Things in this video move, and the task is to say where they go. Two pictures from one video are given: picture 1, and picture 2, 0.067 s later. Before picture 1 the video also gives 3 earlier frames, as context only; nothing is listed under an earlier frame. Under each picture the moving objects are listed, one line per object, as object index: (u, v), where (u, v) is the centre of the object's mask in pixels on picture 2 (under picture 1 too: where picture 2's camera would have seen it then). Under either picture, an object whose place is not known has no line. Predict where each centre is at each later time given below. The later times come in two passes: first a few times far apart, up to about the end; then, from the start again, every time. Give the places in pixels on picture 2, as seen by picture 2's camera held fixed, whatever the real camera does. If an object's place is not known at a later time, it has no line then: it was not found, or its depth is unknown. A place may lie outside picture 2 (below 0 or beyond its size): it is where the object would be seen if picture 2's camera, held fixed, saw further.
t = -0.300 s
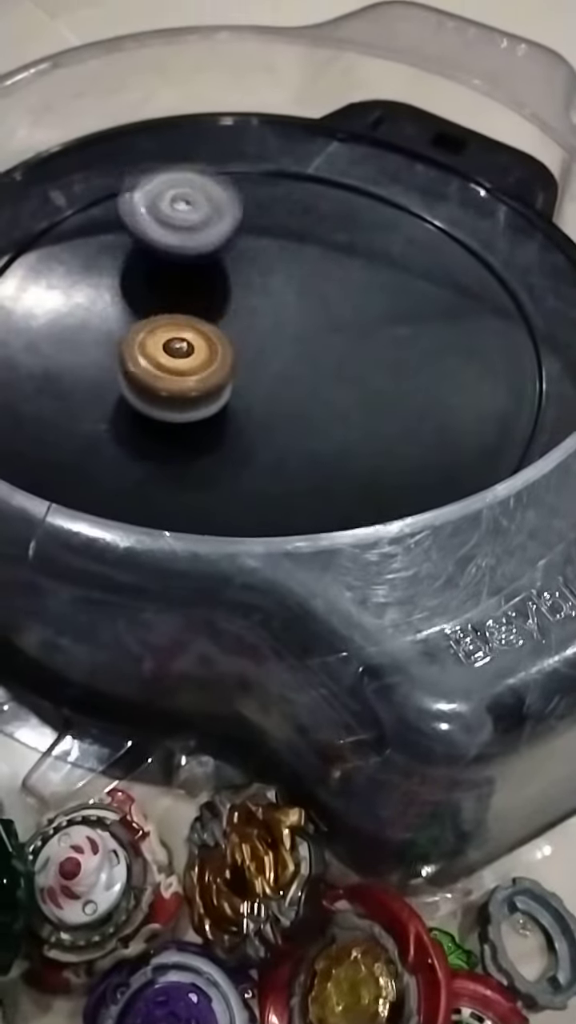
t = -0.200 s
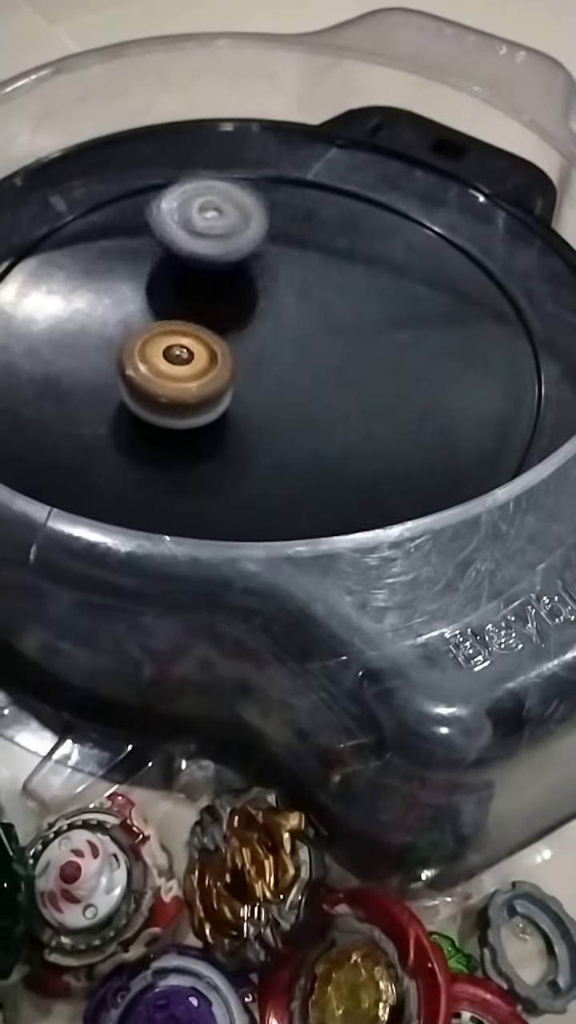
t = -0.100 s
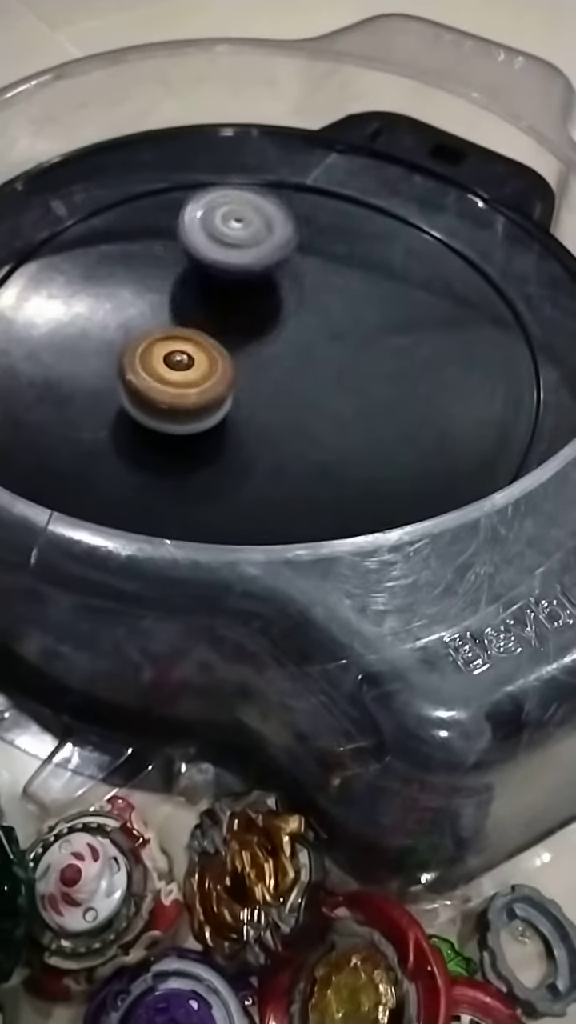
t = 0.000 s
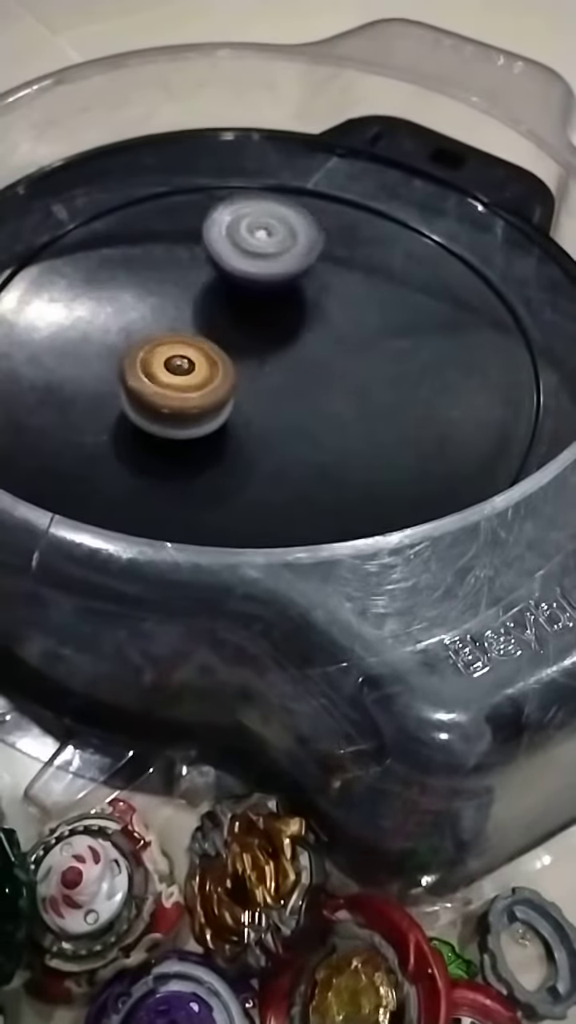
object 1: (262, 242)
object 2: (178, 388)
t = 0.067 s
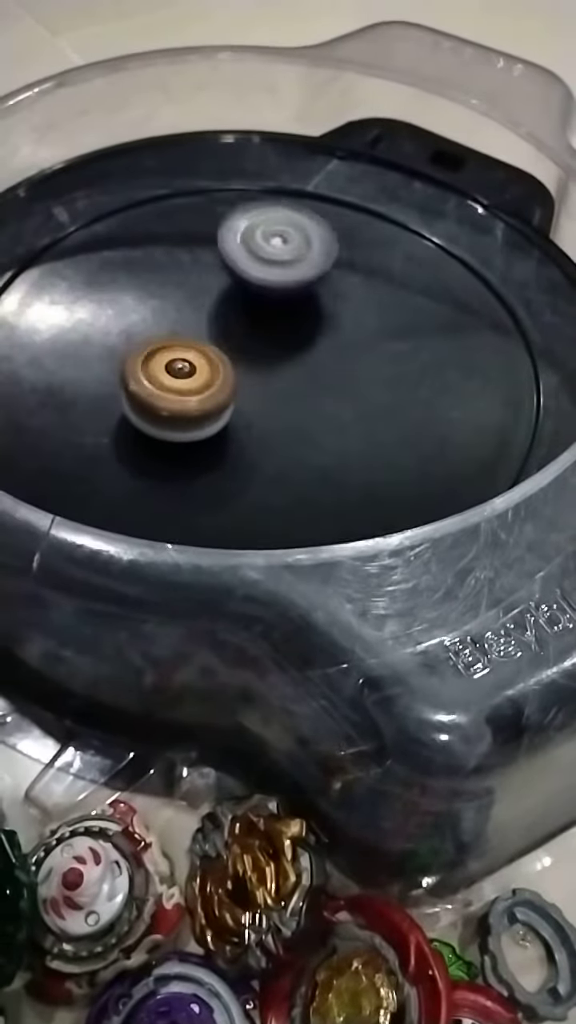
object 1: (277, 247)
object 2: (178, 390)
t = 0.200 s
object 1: (304, 259)
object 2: (179, 393)
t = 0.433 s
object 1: (350, 289)
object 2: (181, 396)
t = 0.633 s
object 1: (379, 318)
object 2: (182, 398)
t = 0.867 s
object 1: (395, 355)
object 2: (185, 402)
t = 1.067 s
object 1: (394, 390)
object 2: (189, 403)
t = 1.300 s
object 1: (371, 430)
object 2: (194, 406)
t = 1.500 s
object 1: (333, 460)
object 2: (199, 407)
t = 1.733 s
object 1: (277, 482)
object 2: (203, 402)
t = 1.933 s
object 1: (226, 487)
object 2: (213, 398)
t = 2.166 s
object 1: (166, 479)
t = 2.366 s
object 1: (125, 459)
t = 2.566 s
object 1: (98, 433)
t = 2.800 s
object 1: (86, 396)
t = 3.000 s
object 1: (95, 364)
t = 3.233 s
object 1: (125, 330)
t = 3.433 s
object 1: (158, 308)
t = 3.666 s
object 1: (206, 291)
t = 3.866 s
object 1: (248, 285)
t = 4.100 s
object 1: (298, 286)
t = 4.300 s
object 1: (335, 286)
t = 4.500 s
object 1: (370, 293)
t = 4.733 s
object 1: (402, 310)
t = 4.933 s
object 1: (423, 328)
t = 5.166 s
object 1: (434, 352)
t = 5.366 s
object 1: (432, 373)
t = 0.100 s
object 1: (284, 250)
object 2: (178, 391)
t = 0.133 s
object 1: (290, 252)
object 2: (178, 391)
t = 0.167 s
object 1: (298, 255)
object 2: (178, 392)
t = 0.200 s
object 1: (304, 259)
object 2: (179, 393)
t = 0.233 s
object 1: (311, 263)
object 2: (179, 393)
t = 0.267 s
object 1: (317, 266)
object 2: (179, 394)
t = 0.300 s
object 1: (324, 272)
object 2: (180, 394)
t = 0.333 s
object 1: (330, 275)
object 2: (180, 395)
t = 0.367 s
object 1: (337, 280)
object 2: (180, 395)
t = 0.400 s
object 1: (344, 284)
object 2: (180, 396)
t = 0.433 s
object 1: (350, 289)
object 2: (181, 396)
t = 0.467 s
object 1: (355, 294)
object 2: (181, 397)
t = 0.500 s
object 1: (361, 298)
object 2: (181, 397)
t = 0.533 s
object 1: (366, 303)
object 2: (182, 397)
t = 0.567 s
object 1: (371, 307)
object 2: (182, 398)
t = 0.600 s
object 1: (375, 313)
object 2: (182, 398)
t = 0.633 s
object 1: (379, 318)
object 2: (182, 398)
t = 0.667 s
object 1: (383, 323)
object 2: (183, 399)
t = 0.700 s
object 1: (386, 328)
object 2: (184, 400)
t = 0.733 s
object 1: (389, 334)
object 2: (184, 400)
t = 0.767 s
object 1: (391, 338)
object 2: (185, 400)
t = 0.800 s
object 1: (393, 344)
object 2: (185, 401)
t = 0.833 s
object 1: (394, 349)
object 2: (185, 402)
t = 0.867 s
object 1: (395, 355)
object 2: (185, 402)
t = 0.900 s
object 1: (395, 361)
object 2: (186, 402)
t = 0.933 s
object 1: (396, 367)
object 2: (186, 402)
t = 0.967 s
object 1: (396, 373)
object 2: (187, 403)
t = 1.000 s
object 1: (396, 379)
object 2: (188, 403)
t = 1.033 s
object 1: (395, 384)
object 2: (188, 403)
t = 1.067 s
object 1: (394, 390)
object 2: (189, 403)
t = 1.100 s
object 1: (392, 395)
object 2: (190, 404)
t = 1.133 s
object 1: (390, 401)
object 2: (190, 404)
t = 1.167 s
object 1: (388, 407)
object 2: (191, 404)
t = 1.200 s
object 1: (385, 413)
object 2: (192, 405)
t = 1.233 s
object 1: (380, 419)
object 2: (193, 405)
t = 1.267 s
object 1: (377, 424)
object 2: (193, 405)
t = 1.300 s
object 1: (371, 430)
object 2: (194, 406)
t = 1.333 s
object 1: (366, 435)
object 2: (195, 406)
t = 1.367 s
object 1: (360, 441)
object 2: (196, 406)
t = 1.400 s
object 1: (354, 445)
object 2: (197, 406)
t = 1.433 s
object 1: (347, 451)
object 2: (197, 406)
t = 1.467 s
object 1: (340, 455)
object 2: (198, 407)
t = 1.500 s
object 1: (333, 460)
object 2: (199, 407)
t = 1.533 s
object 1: (325, 464)
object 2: (200, 407)
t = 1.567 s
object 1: (318, 468)
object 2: (201, 406)
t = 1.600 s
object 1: (310, 472)
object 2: (202, 407)
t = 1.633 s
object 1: (302, 475)
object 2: (203, 406)
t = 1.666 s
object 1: (294, 478)
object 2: (203, 405)
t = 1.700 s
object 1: (286, 481)
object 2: (203, 404)
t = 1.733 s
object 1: (277, 482)
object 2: (203, 402)
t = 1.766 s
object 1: (269, 484)
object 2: (205, 402)
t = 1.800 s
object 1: (260, 484)
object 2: (206, 401)
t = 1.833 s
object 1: (252, 486)
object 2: (207, 400)
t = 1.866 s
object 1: (242, 487)
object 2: (209, 399)
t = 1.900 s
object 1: (236, 487)
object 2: (211, 398)
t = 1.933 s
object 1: (226, 487)
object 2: (213, 398)
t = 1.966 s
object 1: (218, 487)
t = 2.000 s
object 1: (209, 487)
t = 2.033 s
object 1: (201, 486)
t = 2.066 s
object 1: (191, 485)
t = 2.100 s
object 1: (183, 483)
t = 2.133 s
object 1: (175, 481)
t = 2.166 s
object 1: (166, 479)
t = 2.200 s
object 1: (158, 476)
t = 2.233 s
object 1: (151, 473)
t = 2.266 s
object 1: (144, 470)
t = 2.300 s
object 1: (137, 466)
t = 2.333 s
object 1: (131, 463)
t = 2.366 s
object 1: (125, 459)
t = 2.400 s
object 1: (120, 456)
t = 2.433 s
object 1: (115, 451)
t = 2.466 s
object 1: (110, 447)
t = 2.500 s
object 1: (105, 442)
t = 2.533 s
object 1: (102, 438)
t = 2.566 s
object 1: (98, 433)
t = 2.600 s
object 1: (95, 428)
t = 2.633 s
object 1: (91, 423)
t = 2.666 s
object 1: (90, 417)
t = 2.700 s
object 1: (88, 411)
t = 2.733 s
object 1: (87, 406)
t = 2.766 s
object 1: (86, 400)
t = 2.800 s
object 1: (86, 396)
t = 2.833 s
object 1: (86, 389)
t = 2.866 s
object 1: (85, 385)
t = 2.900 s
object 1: (88, 376)
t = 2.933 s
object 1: (89, 373)
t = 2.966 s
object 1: (93, 371)
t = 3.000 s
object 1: (95, 364)
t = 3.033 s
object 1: (99, 361)
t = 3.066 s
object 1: (103, 358)
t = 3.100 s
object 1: (107, 353)
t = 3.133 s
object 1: (111, 348)
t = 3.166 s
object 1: (116, 339)
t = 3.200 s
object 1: (118, 335)
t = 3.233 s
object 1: (125, 330)
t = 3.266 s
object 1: (129, 327)
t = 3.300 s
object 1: (135, 322)
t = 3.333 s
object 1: (140, 318)
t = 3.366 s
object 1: (145, 315)
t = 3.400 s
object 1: (150, 312)
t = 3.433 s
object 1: (158, 308)
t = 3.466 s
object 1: (165, 307)
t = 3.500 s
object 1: (171, 302)
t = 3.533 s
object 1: (178, 300)
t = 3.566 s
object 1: (184, 296)
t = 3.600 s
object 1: (191, 294)
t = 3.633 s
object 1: (199, 292)
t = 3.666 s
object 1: (206, 291)
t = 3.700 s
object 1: (214, 289)
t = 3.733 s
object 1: (221, 288)
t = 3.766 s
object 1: (228, 286)
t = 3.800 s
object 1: (235, 285)
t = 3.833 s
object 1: (242, 285)
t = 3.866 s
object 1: (248, 285)
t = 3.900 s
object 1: (256, 284)
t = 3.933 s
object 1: (262, 284)
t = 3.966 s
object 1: (270, 285)
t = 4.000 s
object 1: (276, 285)
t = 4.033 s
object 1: (284, 285)
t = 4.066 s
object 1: (290, 285)
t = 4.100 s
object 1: (298, 286)
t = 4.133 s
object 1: (303, 286)
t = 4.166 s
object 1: (311, 286)
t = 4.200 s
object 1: (316, 285)
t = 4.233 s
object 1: (323, 285)
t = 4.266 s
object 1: (328, 286)
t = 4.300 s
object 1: (335, 286)
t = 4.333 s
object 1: (340, 286)
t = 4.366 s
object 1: (347, 287)
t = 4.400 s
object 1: (352, 288)
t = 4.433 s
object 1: (359, 289)
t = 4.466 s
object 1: (363, 291)
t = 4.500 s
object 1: (370, 293)
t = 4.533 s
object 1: (374, 295)
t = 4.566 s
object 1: (380, 298)
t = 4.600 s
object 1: (384, 300)
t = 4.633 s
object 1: (390, 302)
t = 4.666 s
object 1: (394, 304)
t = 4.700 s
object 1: (398, 308)
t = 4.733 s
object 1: (402, 310)
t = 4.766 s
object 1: (406, 314)
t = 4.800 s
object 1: (410, 316)
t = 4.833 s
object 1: (413, 319)
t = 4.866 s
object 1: (417, 322)
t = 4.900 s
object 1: (419, 325)
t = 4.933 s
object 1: (423, 328)
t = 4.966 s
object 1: (424, 332)
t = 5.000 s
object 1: (428, 335)
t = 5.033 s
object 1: (429, 338)
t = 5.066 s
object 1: (432, 341)
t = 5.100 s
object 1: (433, 345)
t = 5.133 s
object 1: (435, 349)
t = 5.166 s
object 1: (434, 352)
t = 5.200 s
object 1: (436, 355)
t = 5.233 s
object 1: (435, 359)
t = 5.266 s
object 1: (435, 363)
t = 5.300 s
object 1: (434, 366)
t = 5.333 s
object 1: (434, 371)
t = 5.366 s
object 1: (432, 373)
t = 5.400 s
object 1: (430, 378)
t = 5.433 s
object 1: (428, 381)
